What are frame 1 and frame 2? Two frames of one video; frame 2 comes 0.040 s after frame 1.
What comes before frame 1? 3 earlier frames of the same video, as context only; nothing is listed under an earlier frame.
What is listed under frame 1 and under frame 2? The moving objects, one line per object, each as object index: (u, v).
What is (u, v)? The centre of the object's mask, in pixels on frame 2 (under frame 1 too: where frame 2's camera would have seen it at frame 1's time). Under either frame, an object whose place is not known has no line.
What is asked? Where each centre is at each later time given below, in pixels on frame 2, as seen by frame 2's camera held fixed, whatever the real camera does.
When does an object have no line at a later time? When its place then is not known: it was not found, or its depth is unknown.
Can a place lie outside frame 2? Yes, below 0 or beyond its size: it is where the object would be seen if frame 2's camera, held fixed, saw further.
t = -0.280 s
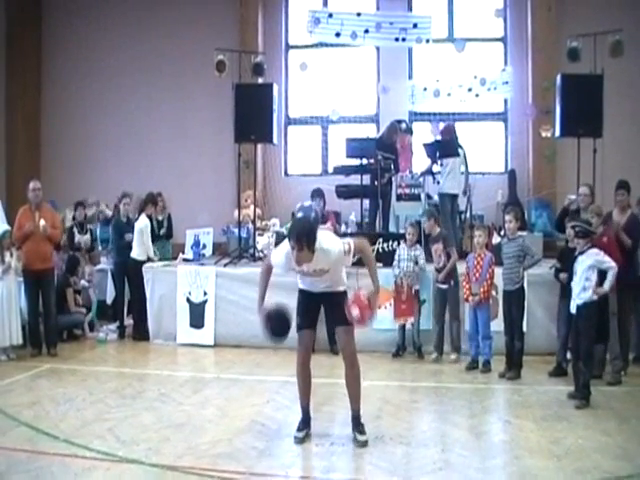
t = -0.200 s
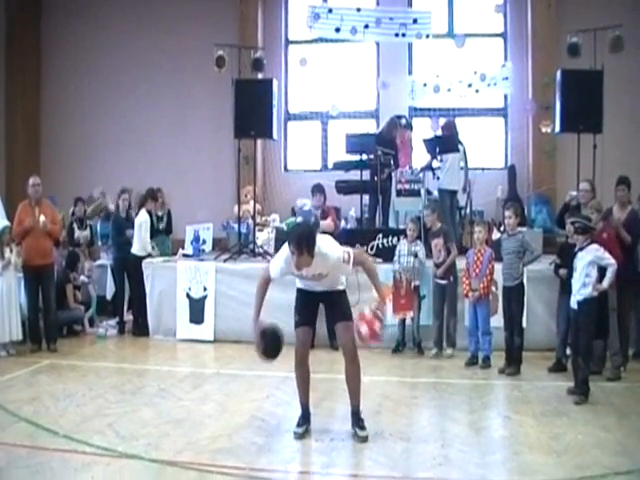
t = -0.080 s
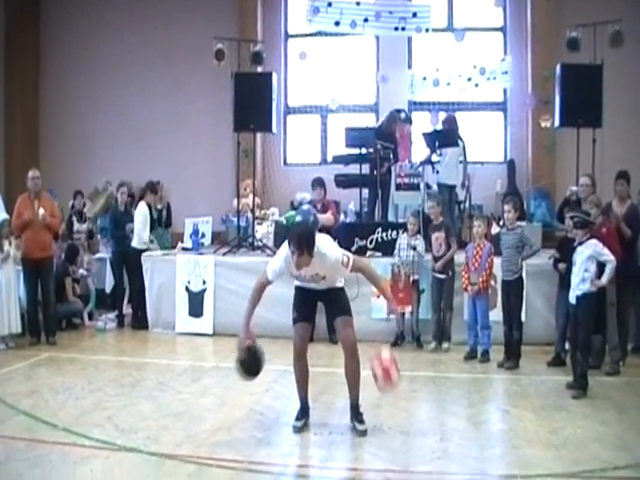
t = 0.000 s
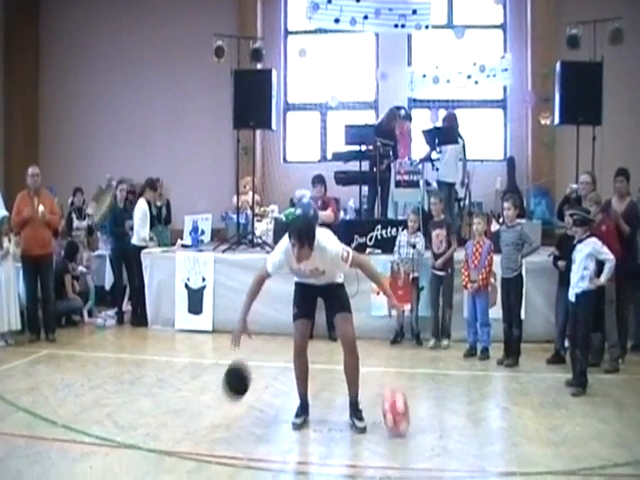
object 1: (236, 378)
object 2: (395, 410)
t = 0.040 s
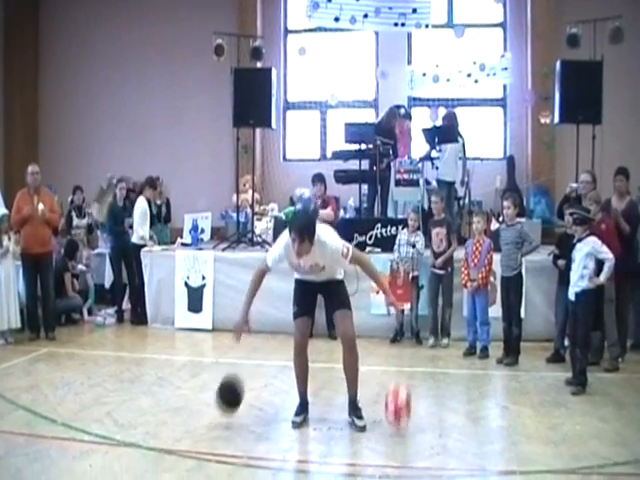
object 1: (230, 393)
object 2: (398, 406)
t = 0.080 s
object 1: (223, 408)
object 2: (400, 390)
